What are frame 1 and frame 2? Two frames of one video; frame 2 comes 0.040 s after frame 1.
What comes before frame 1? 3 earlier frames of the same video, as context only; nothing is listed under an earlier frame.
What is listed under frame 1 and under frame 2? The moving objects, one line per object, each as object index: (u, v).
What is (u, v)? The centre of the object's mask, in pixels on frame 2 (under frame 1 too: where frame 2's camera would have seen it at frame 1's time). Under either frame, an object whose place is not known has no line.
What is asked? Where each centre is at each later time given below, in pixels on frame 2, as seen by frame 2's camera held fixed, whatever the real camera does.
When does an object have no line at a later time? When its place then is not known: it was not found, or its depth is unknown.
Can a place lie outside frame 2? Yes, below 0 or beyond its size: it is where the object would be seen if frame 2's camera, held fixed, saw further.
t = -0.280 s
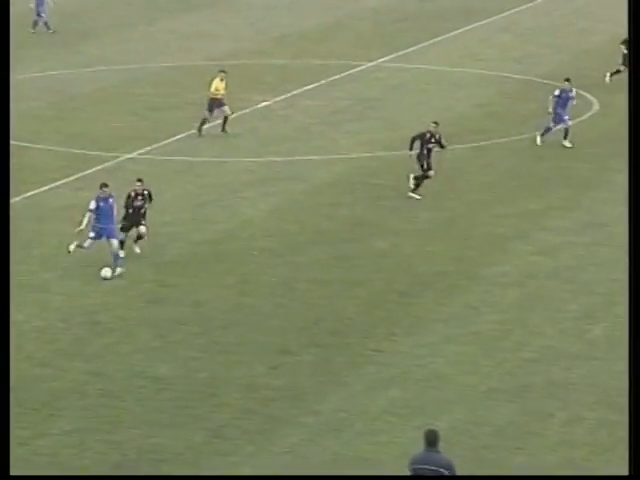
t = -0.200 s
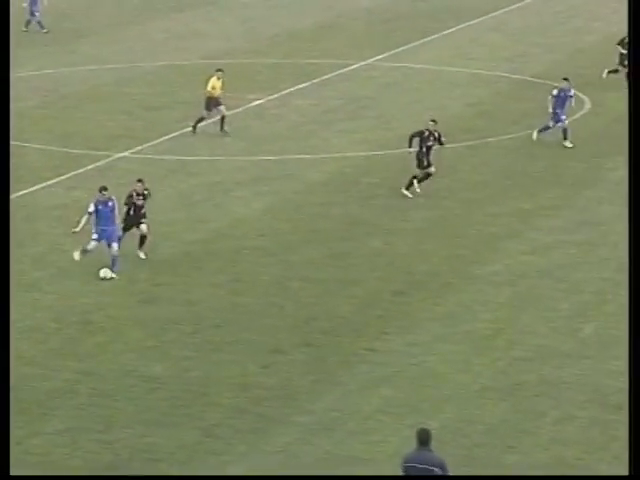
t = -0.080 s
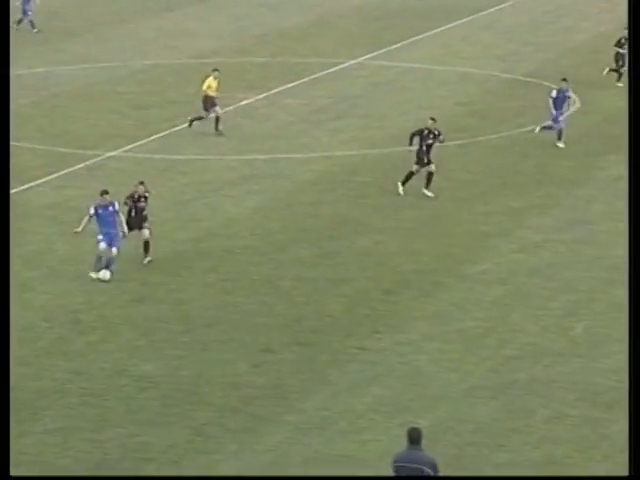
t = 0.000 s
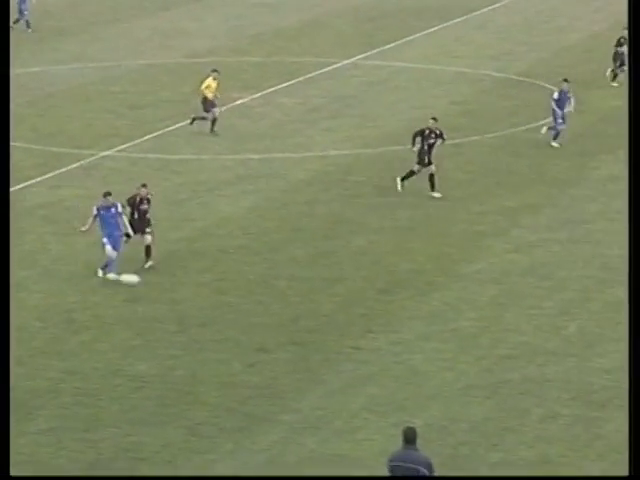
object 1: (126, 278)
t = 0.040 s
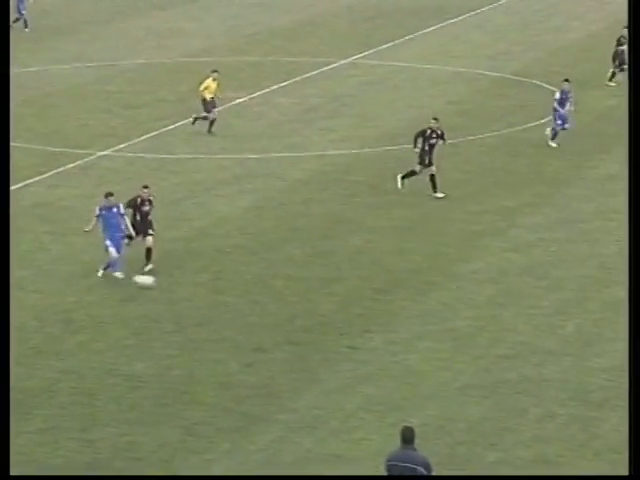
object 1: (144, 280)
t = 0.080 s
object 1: (160, 282)
